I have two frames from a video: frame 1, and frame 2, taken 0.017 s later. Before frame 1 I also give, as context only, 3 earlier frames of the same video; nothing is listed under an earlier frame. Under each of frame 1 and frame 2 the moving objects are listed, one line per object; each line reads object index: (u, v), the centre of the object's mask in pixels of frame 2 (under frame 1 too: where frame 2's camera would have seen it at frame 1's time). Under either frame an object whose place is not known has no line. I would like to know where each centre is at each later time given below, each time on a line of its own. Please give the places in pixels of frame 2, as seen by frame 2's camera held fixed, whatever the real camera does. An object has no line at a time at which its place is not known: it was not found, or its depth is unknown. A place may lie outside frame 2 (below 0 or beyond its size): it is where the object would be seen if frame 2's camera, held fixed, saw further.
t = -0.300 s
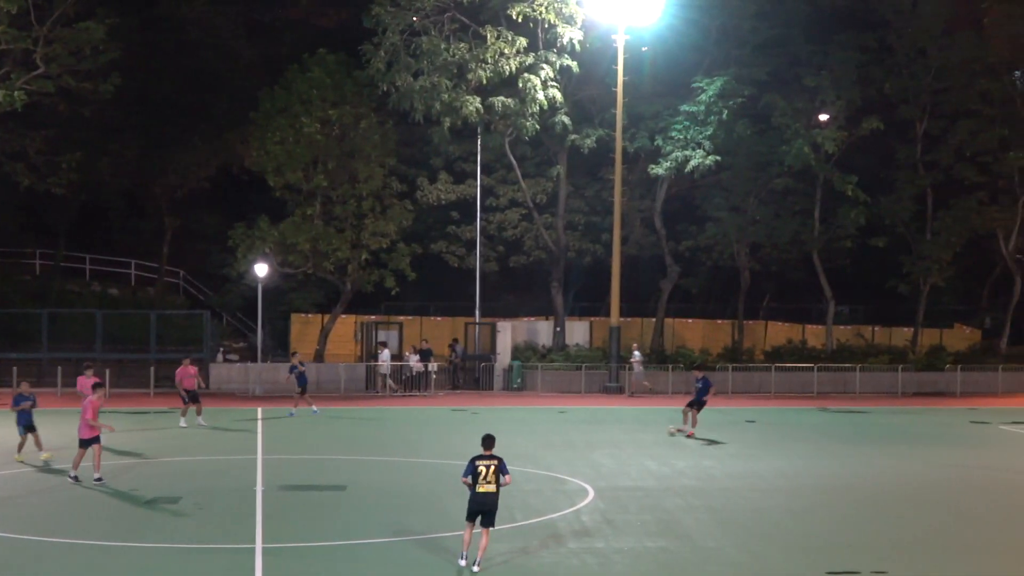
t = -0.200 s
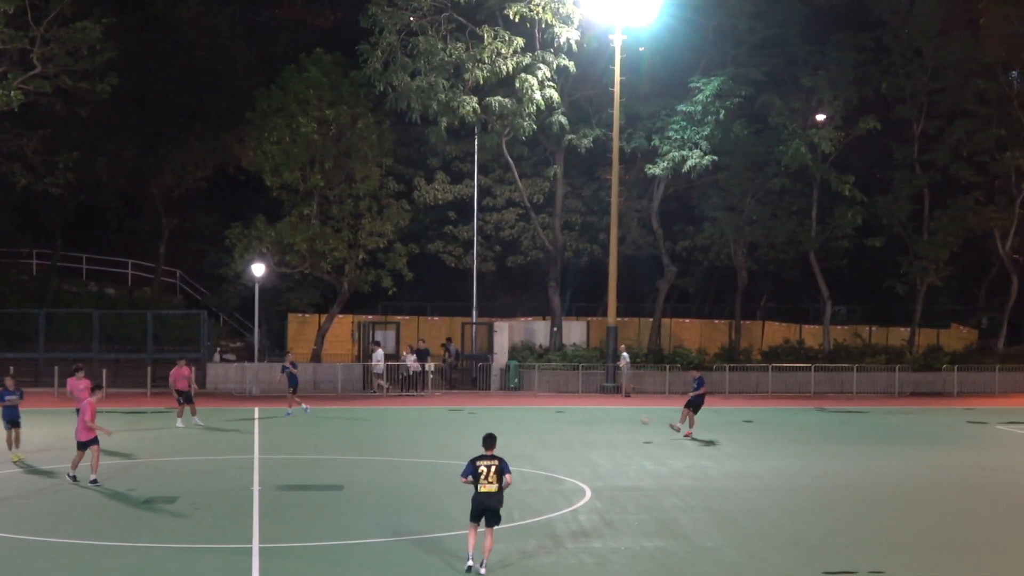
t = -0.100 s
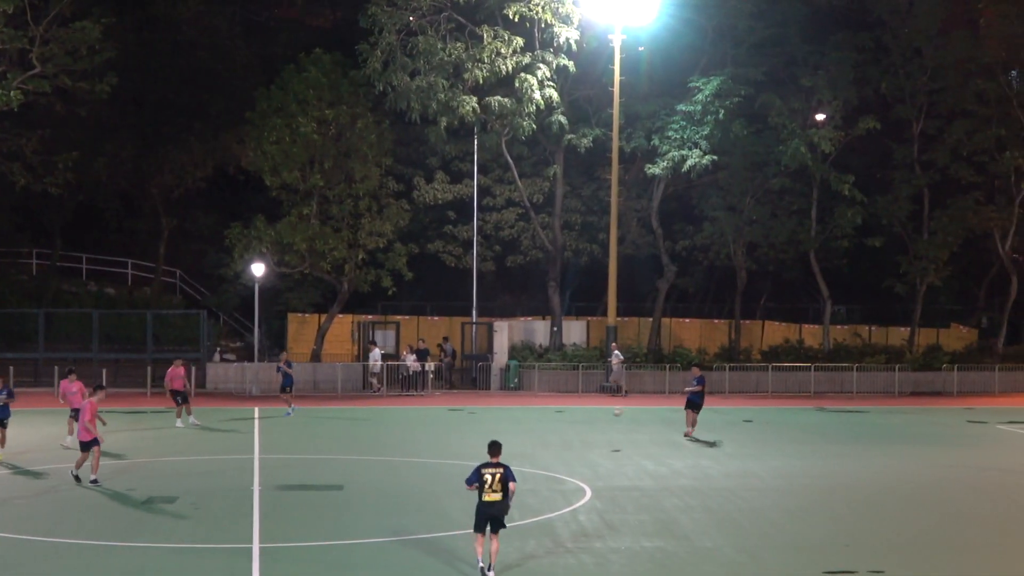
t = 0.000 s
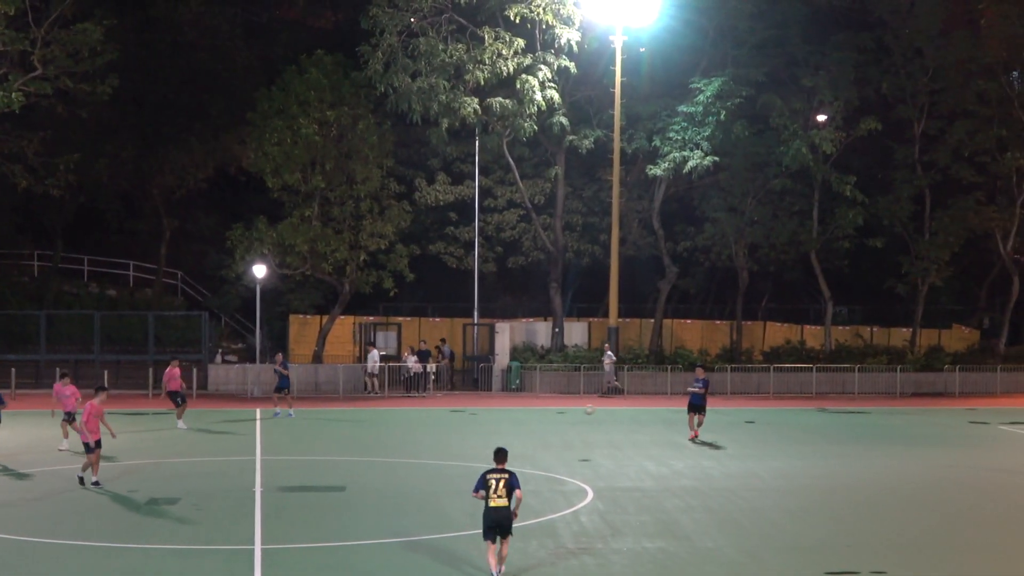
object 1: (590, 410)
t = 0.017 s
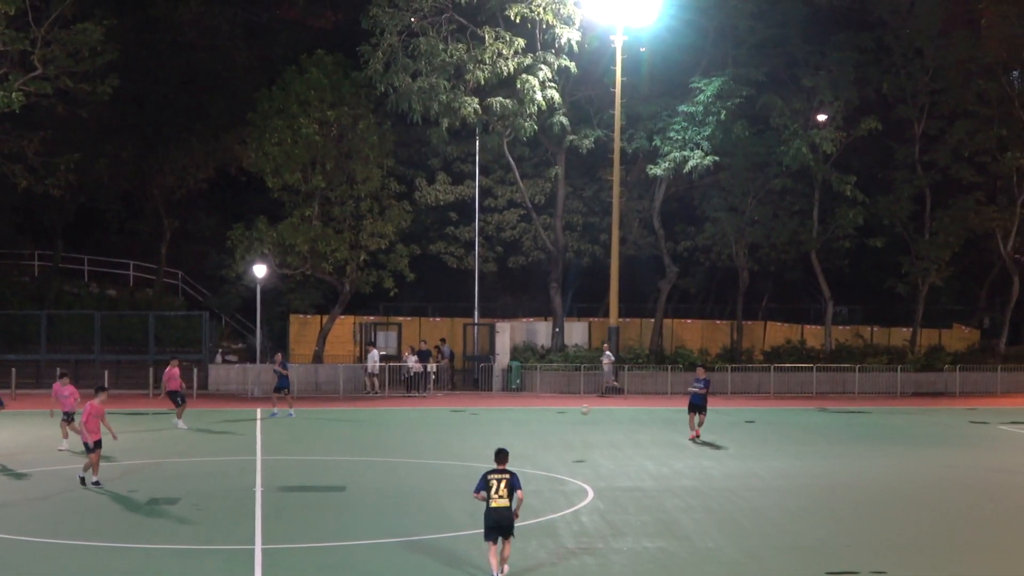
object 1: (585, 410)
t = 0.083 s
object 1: (565, 412)
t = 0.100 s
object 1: (560, 412)
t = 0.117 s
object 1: (555, 414)
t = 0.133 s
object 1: (551, 415)
